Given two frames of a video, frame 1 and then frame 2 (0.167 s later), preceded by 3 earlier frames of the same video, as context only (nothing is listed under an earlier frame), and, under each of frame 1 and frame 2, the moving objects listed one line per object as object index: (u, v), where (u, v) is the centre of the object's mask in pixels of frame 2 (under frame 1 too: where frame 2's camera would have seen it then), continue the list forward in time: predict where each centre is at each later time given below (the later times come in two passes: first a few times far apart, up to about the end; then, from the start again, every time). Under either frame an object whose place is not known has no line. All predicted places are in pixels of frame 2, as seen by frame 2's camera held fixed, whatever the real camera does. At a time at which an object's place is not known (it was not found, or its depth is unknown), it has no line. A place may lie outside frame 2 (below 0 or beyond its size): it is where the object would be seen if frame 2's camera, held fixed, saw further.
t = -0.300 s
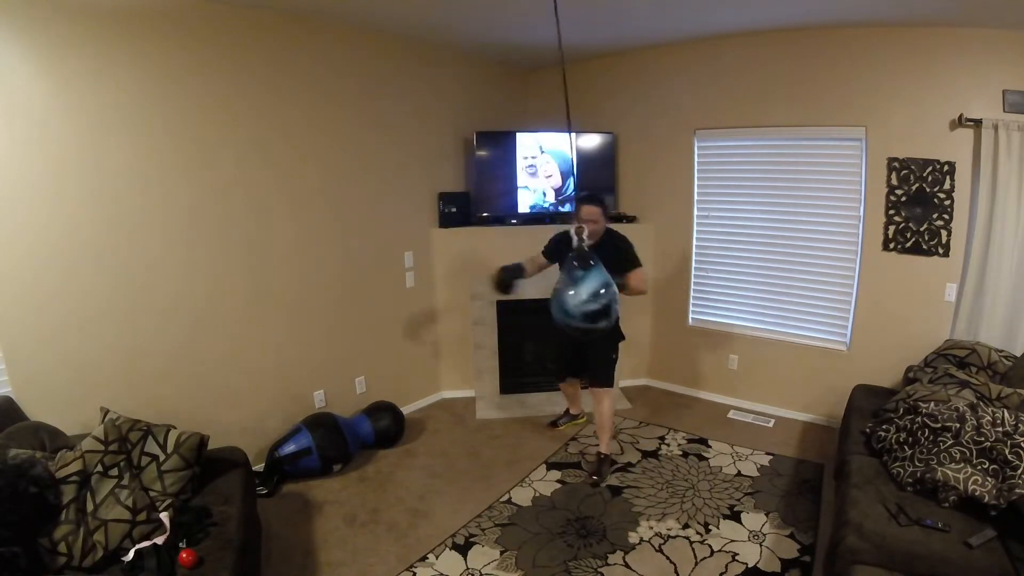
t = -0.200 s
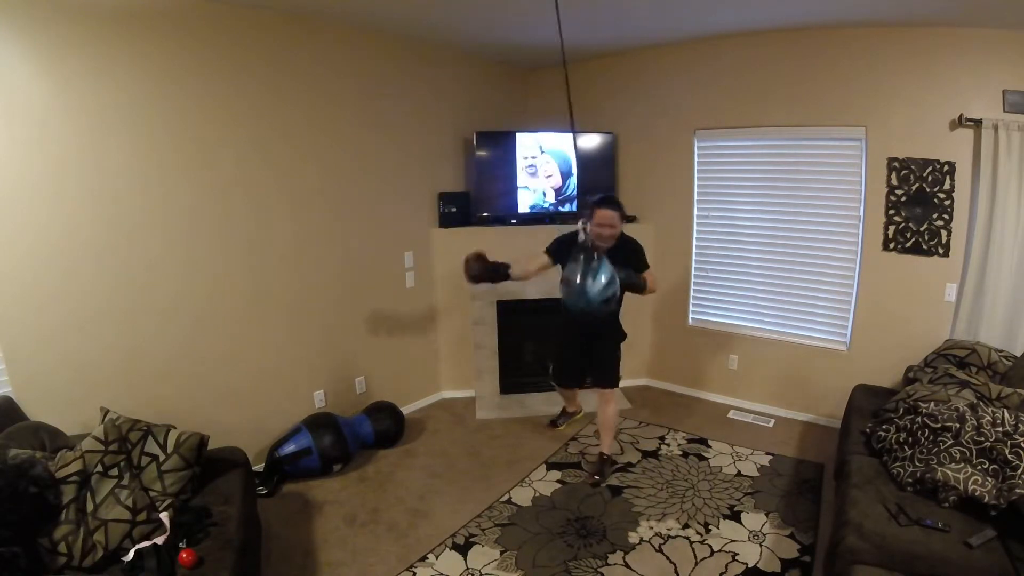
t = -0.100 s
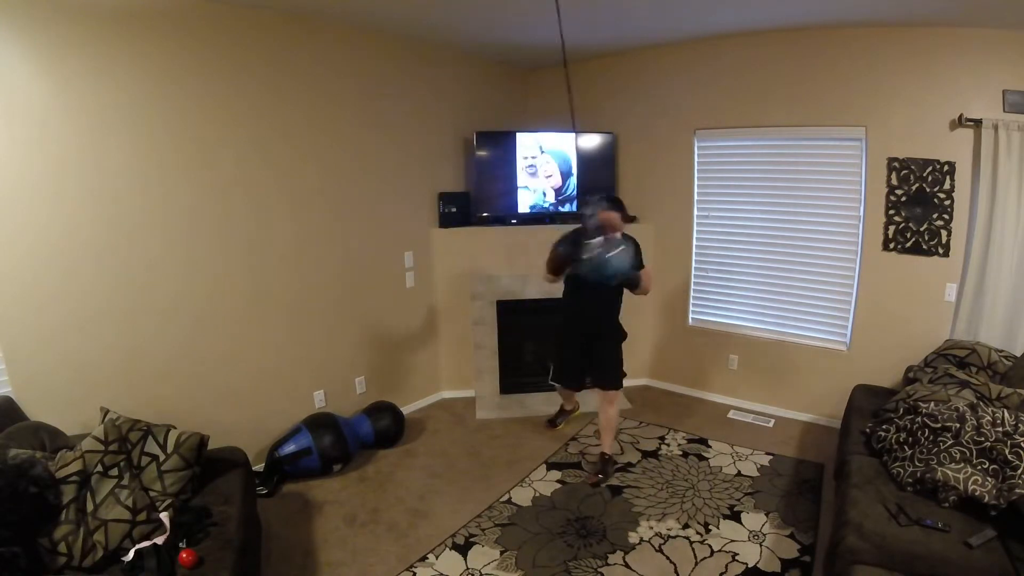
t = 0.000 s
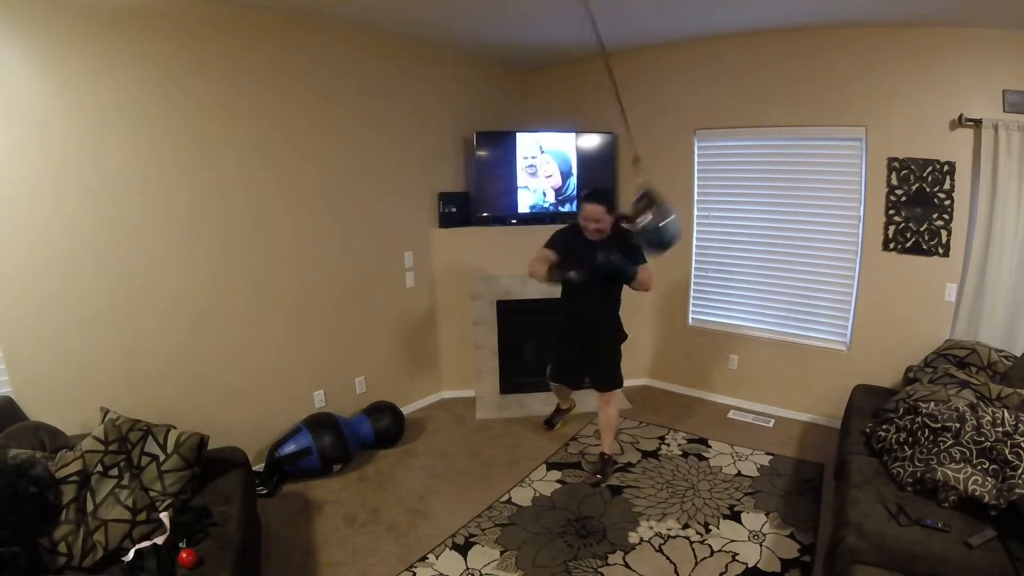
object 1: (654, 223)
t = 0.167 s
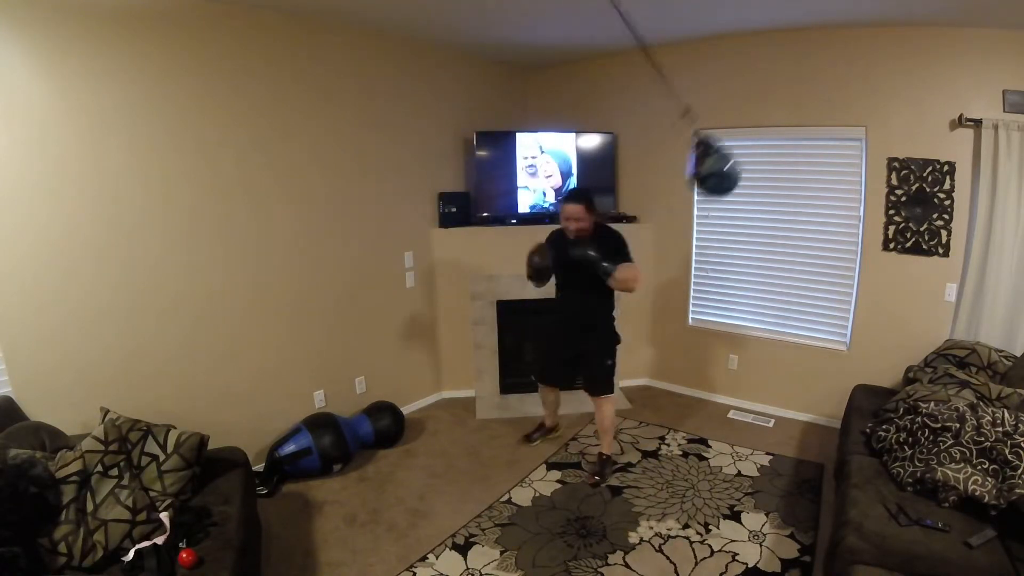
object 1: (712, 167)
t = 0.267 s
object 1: (735, 138)
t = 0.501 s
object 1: (750, 107)
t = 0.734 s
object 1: (723, 152)
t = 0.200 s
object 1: (722, 157)
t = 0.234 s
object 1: (729, 147)
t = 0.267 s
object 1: (735, 138)
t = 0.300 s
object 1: (740, 131)
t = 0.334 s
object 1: (743, 124)
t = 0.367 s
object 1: (746, 118)
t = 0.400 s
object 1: (749, 113)
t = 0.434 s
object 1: (750, 110)
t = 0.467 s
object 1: (750, 108)
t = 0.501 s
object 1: (750, 107)
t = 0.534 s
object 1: (748, 108)
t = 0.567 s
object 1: (746, 111)
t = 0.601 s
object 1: (744, 116)
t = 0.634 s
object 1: (740, 121)
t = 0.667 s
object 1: (736, 130)
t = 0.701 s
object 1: (731, 139)
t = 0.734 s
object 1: (723, 152)
